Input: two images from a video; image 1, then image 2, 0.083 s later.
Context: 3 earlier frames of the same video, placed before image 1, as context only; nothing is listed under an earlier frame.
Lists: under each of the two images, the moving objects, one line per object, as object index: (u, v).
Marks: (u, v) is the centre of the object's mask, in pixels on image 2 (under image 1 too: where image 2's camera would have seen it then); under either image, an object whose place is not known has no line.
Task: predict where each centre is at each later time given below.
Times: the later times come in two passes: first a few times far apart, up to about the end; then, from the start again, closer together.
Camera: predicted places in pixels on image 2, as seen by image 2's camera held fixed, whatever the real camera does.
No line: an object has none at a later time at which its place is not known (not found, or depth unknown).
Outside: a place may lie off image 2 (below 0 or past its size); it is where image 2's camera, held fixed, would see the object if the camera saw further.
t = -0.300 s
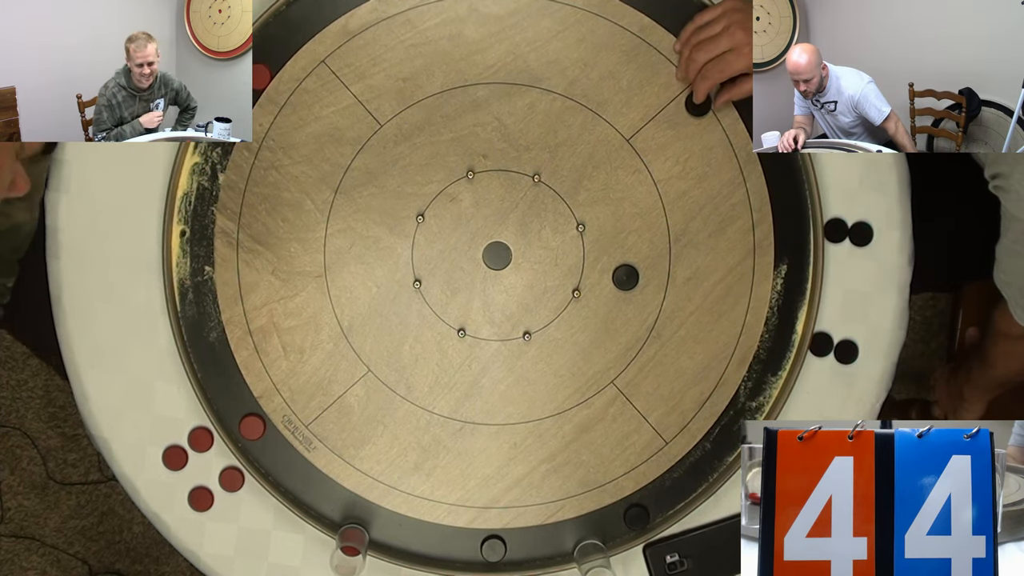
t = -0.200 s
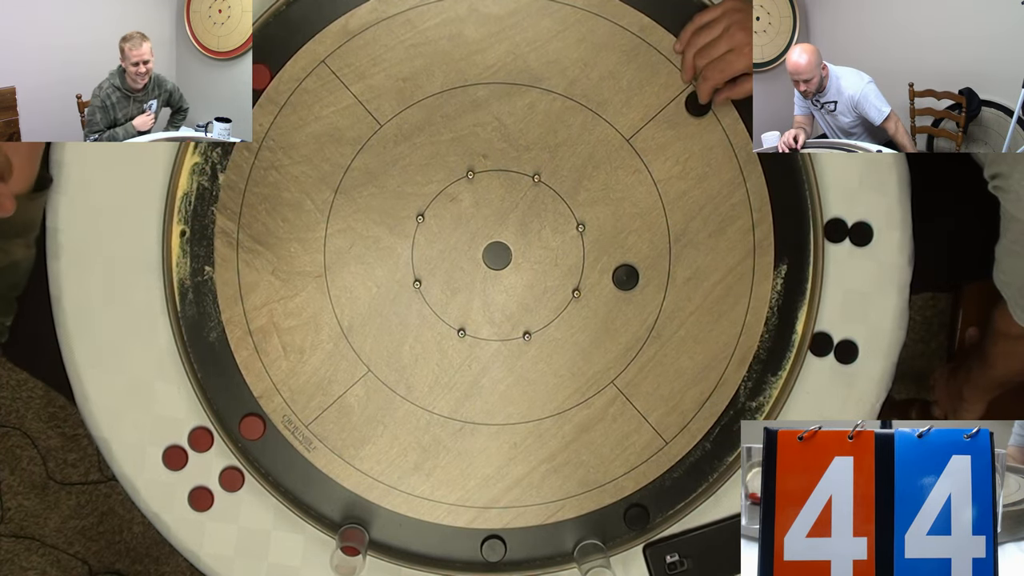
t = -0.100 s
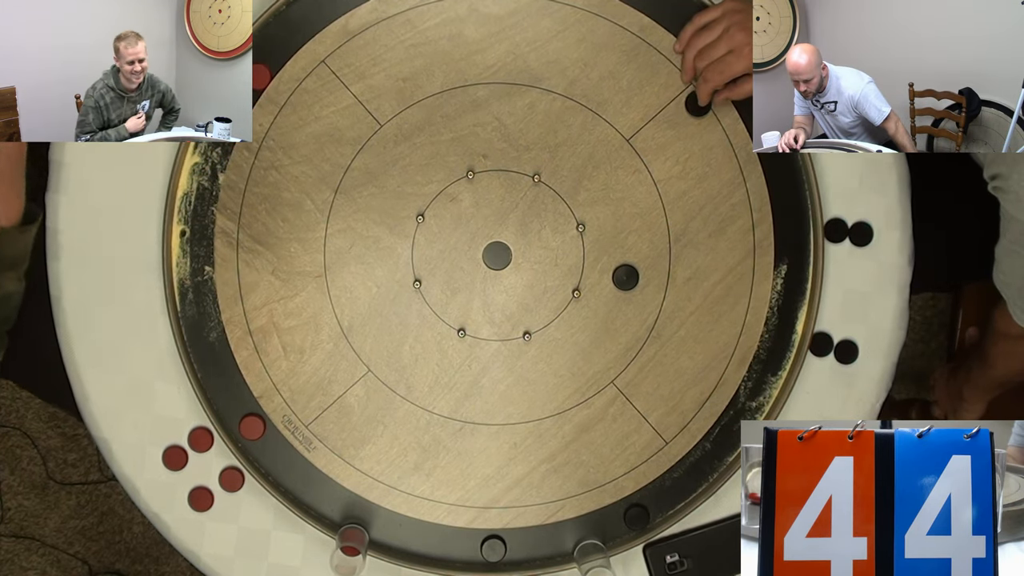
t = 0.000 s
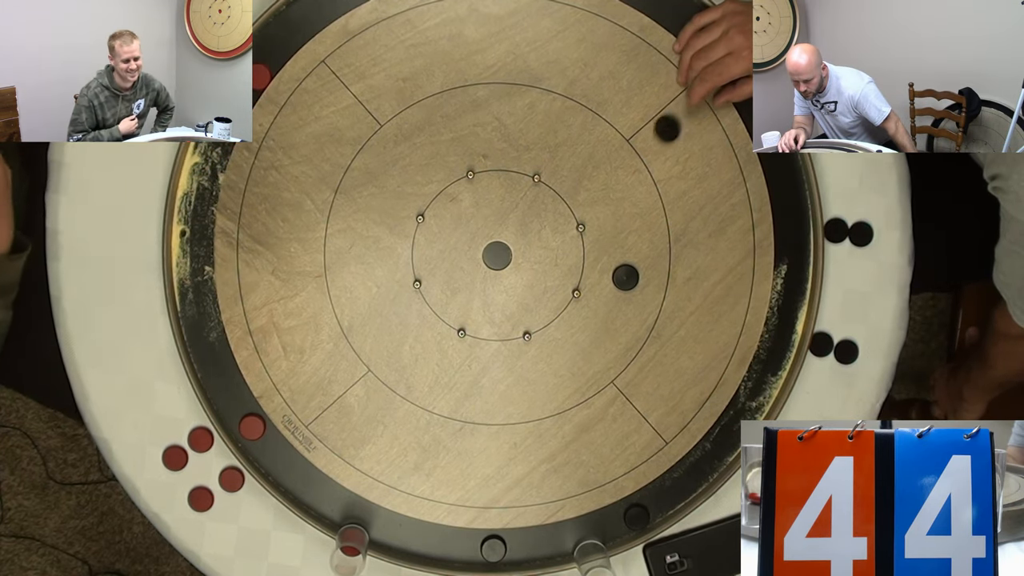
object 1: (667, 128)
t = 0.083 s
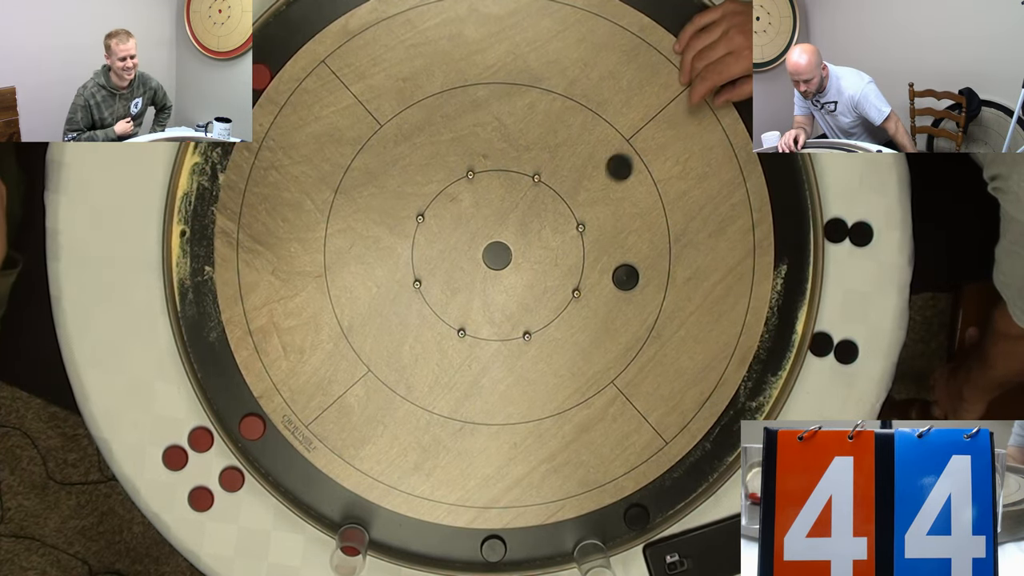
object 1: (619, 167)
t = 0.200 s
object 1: (556, 216)
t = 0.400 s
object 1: (479, 269)
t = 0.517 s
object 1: (453, 277)
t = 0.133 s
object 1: (591, 189)
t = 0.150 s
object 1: (582, 196)
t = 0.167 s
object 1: (573, 203)
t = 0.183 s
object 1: (565, 210)
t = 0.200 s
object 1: (556, 216)
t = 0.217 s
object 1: (549, 222)
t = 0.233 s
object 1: (541, 228)
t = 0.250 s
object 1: (533, 234)
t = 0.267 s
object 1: (526, 240)
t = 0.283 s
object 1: (518, 246)
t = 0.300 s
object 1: (512, 251)
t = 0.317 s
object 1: (505, 256)
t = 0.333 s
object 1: (499, 260)
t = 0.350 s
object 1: (493, 263)
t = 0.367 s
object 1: (488, 266)
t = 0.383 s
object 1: (483, 267)
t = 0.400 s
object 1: (479, 269)
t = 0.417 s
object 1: (475, 271)
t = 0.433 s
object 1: (471, 272)
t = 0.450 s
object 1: (467, 273)
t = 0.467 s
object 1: (463, 274)
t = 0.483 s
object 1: (460, 276)
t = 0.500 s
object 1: (456, 277)
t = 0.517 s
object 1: (453, 277)
